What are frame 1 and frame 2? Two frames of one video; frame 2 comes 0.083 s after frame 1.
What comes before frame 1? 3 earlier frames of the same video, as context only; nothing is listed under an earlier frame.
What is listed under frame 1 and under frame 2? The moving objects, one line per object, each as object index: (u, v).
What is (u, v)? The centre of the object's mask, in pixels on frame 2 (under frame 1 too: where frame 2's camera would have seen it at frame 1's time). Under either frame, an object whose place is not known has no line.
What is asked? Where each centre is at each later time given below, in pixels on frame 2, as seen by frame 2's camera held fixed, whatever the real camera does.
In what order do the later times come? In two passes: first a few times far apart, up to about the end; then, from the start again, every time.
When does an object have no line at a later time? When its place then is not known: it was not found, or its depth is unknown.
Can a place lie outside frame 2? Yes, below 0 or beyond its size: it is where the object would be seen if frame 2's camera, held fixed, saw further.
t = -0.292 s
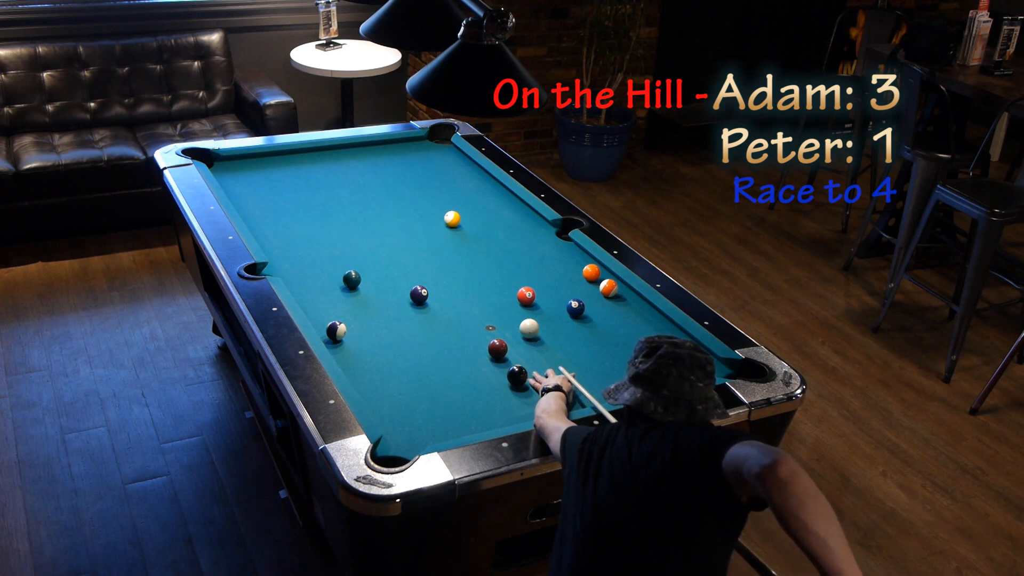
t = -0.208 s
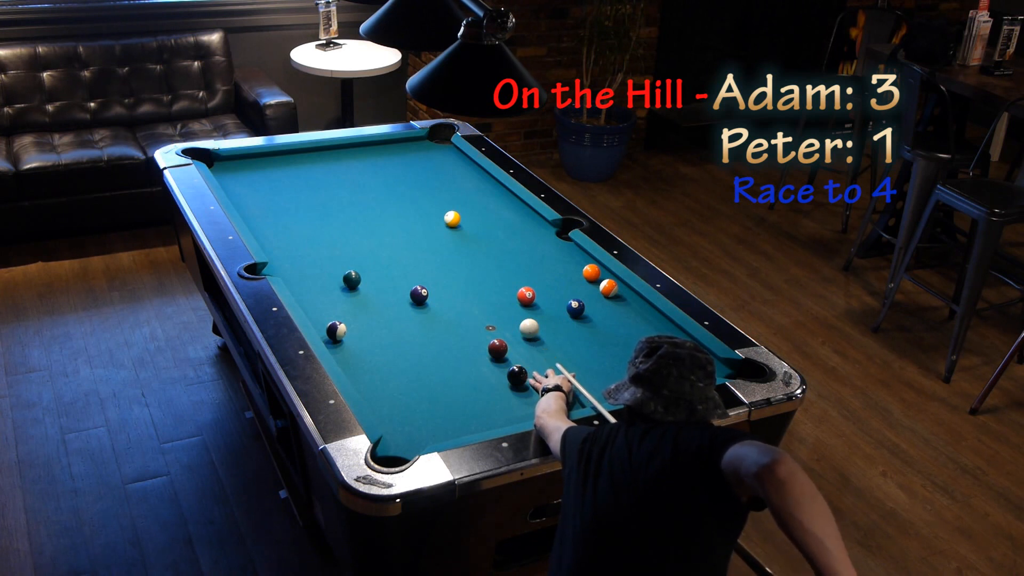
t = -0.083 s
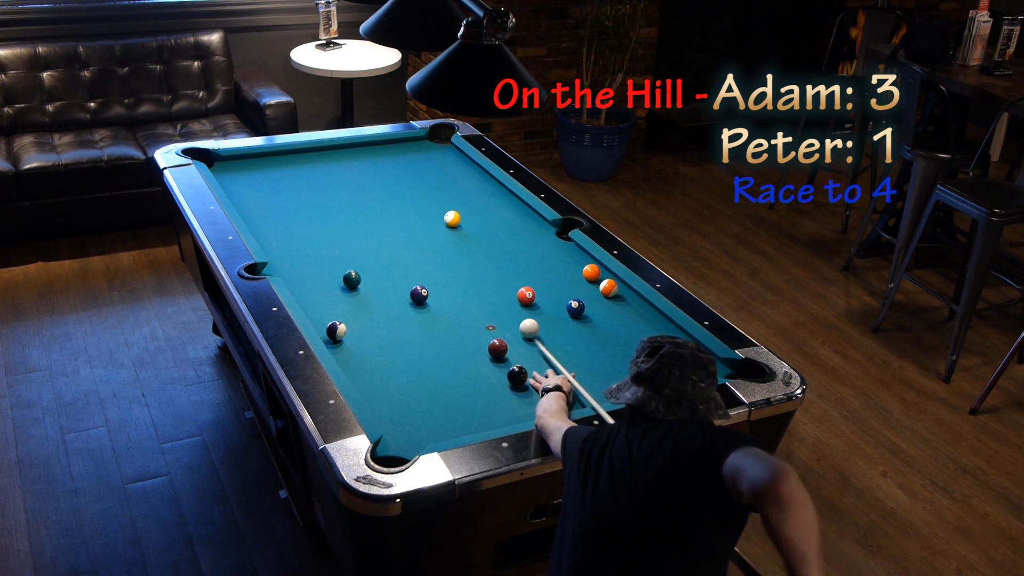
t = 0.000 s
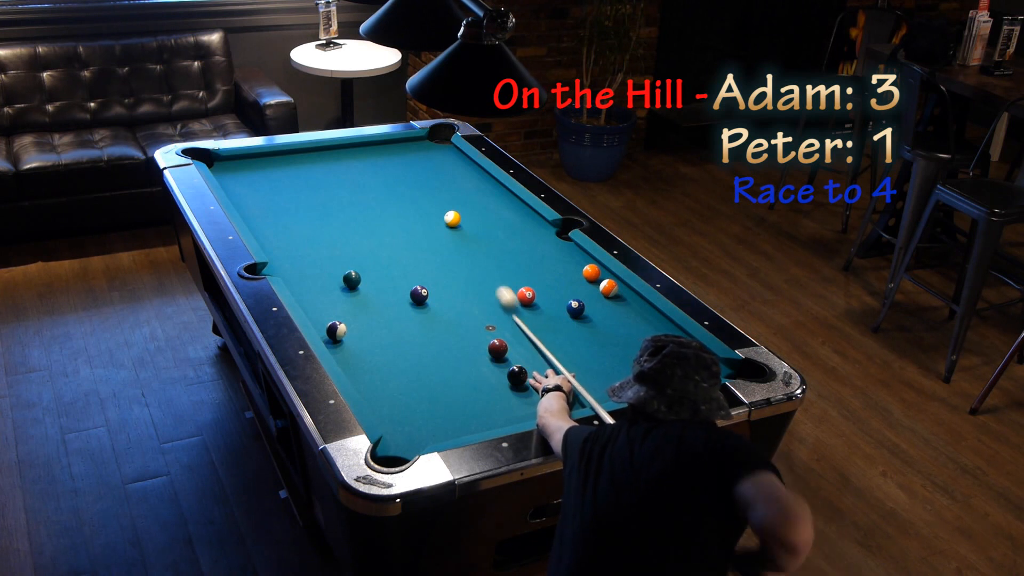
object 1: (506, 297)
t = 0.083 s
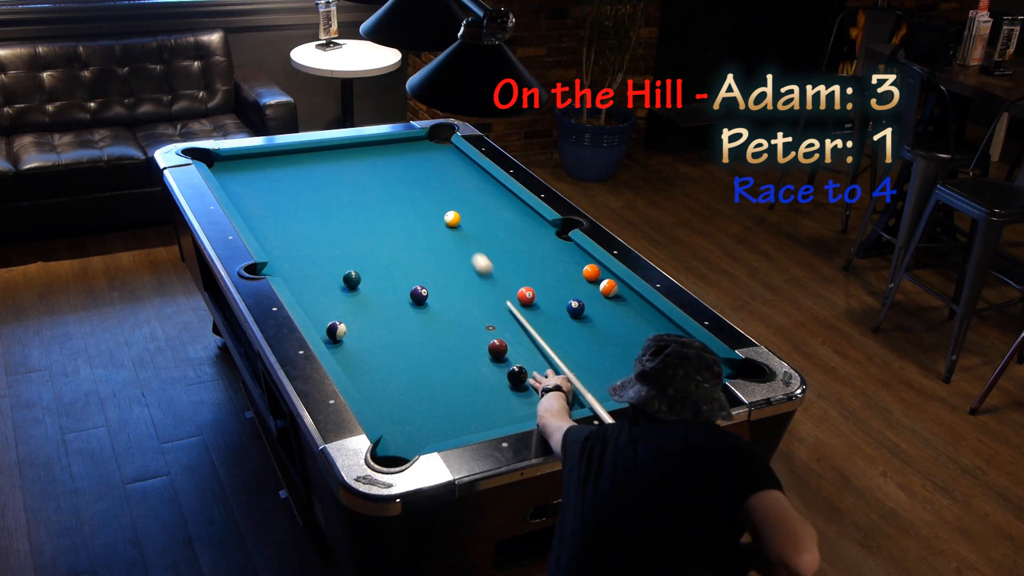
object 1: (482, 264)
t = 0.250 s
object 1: (444, 225)
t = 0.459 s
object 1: (415, 224)
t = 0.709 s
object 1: (383, 224)
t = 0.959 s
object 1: (353, 224)
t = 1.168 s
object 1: (328, 224)
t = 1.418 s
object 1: (300, 223)
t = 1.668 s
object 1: (273, 223)
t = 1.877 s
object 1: (252, 223)
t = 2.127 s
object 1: (261, 222)
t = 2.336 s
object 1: (268, 222)
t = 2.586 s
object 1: (275, 221)
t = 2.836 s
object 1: (280, 221)
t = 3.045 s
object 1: (283, 221)
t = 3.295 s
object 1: (285, 221)
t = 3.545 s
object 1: (286, 221)
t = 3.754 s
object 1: (286, 221)
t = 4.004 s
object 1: (286, 221)
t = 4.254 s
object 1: (286, 221)
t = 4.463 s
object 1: (285, 221)
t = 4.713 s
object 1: (285, 221)
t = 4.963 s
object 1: (285, 221)
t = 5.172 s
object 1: (286, 221)
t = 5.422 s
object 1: (285, 221)
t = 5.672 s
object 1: (285, 221)
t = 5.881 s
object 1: (285, 221)
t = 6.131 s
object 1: (286, 221)
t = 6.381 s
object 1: (286, 221)
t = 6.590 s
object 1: (286, 221)
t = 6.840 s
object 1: (286, 221)
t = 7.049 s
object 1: (286, 221)
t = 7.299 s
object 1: (285, 221)
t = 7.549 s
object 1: (285, 221)
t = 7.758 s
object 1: (286, 221)
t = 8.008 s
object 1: (286, 221)
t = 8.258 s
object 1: (286, 221)
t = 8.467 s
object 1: (286, 221)
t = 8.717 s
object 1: (286, 221)
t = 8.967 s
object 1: (286, 221)
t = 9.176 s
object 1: (286, 221)
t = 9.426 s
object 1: (286, 221)
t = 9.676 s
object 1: (286, 221)
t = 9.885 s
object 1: (286, 221)
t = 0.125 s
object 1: (471, 249)
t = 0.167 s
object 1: (461, 236)
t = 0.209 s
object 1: (452, 226)
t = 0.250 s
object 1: (444, 225)
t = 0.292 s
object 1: (438, 225)
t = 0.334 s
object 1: (432, 224)
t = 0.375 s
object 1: (426, 224)
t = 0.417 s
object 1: (421, 224)
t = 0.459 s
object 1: (415, 224)
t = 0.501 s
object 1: (410, 224)
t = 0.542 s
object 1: (404, 224)
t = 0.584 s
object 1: (399, 224)
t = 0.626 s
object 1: (394, 224)
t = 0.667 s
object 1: (389, 224)
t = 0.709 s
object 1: (383, 224)
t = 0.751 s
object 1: (378, 224)
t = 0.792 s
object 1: (373, 224)
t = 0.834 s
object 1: (368, 224)
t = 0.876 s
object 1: (363, 224)
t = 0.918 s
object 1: (357, 224)
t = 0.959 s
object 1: (353, 224)
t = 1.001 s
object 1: (347, 224)
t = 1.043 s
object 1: (343, 224)
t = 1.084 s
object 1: (338, 224)
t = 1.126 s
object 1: (333, 223)
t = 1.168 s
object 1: (328, 224)
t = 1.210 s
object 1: (323, 224)
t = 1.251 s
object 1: (319, 224)
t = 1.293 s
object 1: (314, 223)
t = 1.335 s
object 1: (309, 223)
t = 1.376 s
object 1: (305, 223)
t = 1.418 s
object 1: (300, 223)
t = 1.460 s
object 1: (295, 223)
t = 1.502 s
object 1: (291, 223)
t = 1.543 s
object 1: (286, 223)
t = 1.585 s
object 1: (282, 223)
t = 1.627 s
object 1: (277, 223)
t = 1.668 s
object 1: (273, 223)
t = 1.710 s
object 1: (269, 223)
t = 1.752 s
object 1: (264, 223)
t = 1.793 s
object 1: (260, 223)
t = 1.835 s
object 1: (256, 223)
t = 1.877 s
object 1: (252, 223)
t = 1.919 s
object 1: (253, 223)
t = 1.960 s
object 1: (255, 223)
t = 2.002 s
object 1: (256, 223)
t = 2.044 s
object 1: (258, 222)
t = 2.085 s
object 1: (260, 222)
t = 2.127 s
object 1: (261, 222)
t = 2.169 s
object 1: (263, 222)
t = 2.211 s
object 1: (264, 222)
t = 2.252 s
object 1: (266, 222)
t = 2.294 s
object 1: (267, 222)
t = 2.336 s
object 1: (268, 222)
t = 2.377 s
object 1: (269, 221)
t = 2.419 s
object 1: (271, 221)
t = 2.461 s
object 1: (272, 221)
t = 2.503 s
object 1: (273, 221)
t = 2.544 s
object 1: (274, 221)
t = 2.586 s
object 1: (275, 221)
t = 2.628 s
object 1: (276, 221)
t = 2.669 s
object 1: (277, 221)
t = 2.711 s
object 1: (278, 221)
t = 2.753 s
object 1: (279, 221)
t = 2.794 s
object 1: (279, 221)
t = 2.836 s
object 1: (280, 221)
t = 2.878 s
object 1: (281, 221)
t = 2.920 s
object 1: (281, 221)
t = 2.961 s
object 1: (282, 221)
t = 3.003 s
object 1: (282, 221)
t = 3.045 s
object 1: (283, 221)
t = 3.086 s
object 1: (283, 221)
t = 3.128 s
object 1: (284, 221)
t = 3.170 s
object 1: (284, 221)
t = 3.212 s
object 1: (284, 221)
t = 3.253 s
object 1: (285, 221)
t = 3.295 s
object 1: (285, 221)
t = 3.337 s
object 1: (285, 221)
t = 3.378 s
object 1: (285, 221)
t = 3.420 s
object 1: (286, 221)
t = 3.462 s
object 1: (286, 221)
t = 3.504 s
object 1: (286, 221)
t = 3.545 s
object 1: (286, 221)
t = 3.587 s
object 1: (286, 221)
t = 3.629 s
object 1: (286, 221)
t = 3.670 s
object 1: (286, 221)
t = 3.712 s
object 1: (286, 221)
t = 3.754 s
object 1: (286, 221)
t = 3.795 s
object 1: (286, 221)
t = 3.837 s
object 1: (286, 221)
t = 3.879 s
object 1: (286, 221)
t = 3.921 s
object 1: (286, 221)
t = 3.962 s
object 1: (286, 221)
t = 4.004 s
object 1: (286, 221)
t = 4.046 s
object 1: (285, 221)
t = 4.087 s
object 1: (286, 221)
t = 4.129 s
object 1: (286, 221)
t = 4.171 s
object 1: (286, 221)
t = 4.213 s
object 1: (286, 221)
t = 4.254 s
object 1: (286, 221)
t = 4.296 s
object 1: (285, 221)
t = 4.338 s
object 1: (285, 221)
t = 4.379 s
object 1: (285, 221)
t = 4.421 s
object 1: (285, 221)
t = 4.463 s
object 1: (285, 221)
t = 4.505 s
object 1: (285, 221)
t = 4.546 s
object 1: (285, 221)
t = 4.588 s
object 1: (285, 221)
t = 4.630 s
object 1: (285, 221)
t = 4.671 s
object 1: (285, 221)
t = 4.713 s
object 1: (285, 221)
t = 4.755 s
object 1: (285, 221)
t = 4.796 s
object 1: (285, 221)
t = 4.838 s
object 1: (286, 221)
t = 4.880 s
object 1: (286, 221)
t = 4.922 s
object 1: (286, 221)
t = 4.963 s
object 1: (285, 221)
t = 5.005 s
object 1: (286, 221)
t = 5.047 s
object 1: (285, 221)
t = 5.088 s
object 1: (286, 221)
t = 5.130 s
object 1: (286, 221)
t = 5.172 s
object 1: (286, 221)
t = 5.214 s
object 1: (286, 221)
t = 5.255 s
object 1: (286, 221)
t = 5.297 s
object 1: (286, 221)
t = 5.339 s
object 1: (286, 221)
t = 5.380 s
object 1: (286, 221)
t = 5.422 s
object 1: (285, 221)
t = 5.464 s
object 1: (285, 221)
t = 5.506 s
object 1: (285, 221)
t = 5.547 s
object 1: (285, 221)
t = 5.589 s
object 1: (285, 221)
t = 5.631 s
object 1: (285, 221)
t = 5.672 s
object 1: (285, 221)
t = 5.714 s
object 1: (285, 221)
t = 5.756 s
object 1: (285, 221)
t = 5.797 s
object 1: (285, 221)
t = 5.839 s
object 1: (285, 221)
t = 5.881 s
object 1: (285, 221)
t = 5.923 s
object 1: (285, 221)
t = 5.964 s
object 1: (285, 221)
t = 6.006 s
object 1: (285, 221)
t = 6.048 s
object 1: (285, 221)
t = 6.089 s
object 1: (285, 221)
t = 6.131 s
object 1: (286, 221)
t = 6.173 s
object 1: (286, 221)
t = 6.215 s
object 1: (286, 221)
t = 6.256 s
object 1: (285, 221)
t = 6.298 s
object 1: (286, 221)
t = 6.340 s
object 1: (286, 221)
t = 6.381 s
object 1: (286, 221)
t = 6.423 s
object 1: (286, 221)
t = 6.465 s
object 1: (286, 221)
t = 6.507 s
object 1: (286, 221)
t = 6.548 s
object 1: (286, 221)
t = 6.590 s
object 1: (286, 221)
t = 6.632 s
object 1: (286, 221)
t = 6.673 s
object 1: (286, 221)
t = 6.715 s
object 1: (286, 221)
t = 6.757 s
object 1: (286, 221)
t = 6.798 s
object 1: (286, 221)
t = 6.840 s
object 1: (286, 221)
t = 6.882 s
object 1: (286, 221)
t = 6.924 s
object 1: (286, 221)
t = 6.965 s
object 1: (286, 221)
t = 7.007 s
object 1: (285, 221)
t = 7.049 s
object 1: (286, 221)
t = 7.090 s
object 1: (285, 221)
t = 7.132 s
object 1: (286, 221)
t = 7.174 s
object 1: (286, 221)
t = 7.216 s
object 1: (285, 221)
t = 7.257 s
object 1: (286, 221)
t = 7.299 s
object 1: (285, 221)
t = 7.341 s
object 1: (286, 221)
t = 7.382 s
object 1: (286, 221)
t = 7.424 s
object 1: (286, 221)
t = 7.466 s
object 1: (286, 221)
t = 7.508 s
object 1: (286, 221)
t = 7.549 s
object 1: (285, 221)
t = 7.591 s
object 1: (286, 221)
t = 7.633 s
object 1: (285, 221)
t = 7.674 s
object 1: (285, 221)
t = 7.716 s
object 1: (286, 221)
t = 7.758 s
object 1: (286, 221)
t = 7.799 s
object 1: (286, 221)
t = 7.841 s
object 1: (286, 221)
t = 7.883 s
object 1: (286, 221)
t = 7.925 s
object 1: (286, 221)
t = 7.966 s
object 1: (286, 221)
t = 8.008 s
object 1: (286, 221)
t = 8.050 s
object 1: (286, 221)
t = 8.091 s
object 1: (286, 221)
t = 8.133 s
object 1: (286, 221)
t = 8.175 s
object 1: (286, 221)
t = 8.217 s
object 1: (286, 221)
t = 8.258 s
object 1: (286, 221)
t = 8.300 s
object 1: (286, 221)
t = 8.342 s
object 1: (286, 221)
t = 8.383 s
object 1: (286, 221)
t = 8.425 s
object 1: (286, 221)
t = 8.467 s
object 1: (286, 221)
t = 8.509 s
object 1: (286, 221)
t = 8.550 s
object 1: (286, 221)
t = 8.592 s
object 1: (286, 221)
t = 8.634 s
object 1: (286, 221)
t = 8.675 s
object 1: (286, 221)
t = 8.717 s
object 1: (286, 221)
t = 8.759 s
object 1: (286, 221)
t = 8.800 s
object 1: (286, 221)
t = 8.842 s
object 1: (286, 221)
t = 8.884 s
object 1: (286, 221)
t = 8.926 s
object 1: (286, 221)
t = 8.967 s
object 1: (286, 221)
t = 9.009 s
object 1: (286, 221)
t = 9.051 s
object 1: (286, 221)
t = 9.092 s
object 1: (286, 221)
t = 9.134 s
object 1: (286, 221)
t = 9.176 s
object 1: (286, 221)
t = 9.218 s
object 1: (286, 221)
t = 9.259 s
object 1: (286, 221)
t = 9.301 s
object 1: (286, 221)
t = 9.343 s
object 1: (286, 221)
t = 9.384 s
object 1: (286, 221)
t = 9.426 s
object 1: (286, 221)
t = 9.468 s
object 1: (286, 221)
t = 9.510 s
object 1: (286, 221)
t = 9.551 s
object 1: (286, 221)
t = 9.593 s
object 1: (286, 221)
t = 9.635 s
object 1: (286, 221)
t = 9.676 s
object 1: (286, 221)
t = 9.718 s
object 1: (286, 221)
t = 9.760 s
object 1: (286, 221)
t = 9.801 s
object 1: (286, 221)
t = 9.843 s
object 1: (286, 221)
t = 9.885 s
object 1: (286, 221)
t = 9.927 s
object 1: (286, 221)
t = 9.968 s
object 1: (286, 221)
